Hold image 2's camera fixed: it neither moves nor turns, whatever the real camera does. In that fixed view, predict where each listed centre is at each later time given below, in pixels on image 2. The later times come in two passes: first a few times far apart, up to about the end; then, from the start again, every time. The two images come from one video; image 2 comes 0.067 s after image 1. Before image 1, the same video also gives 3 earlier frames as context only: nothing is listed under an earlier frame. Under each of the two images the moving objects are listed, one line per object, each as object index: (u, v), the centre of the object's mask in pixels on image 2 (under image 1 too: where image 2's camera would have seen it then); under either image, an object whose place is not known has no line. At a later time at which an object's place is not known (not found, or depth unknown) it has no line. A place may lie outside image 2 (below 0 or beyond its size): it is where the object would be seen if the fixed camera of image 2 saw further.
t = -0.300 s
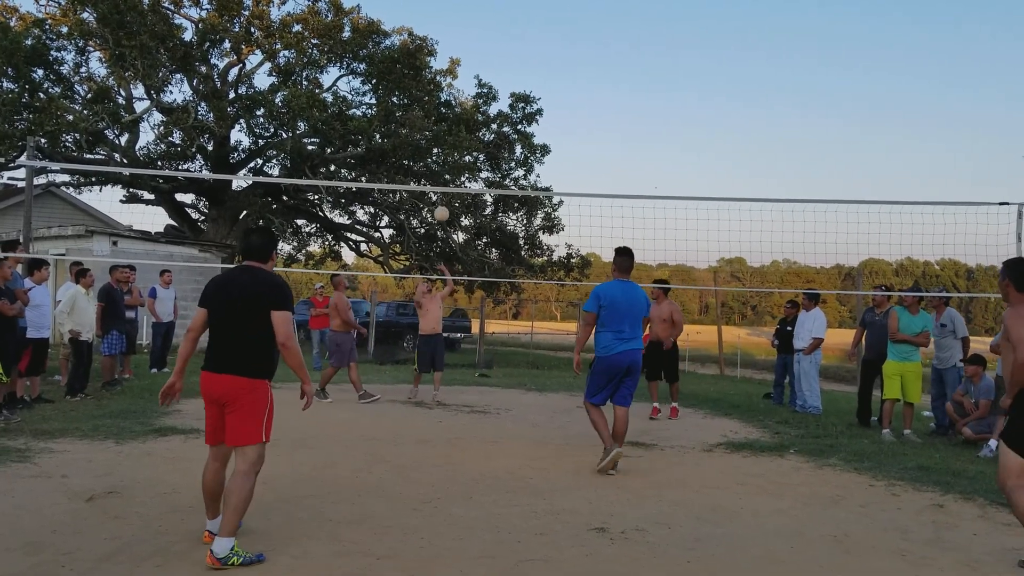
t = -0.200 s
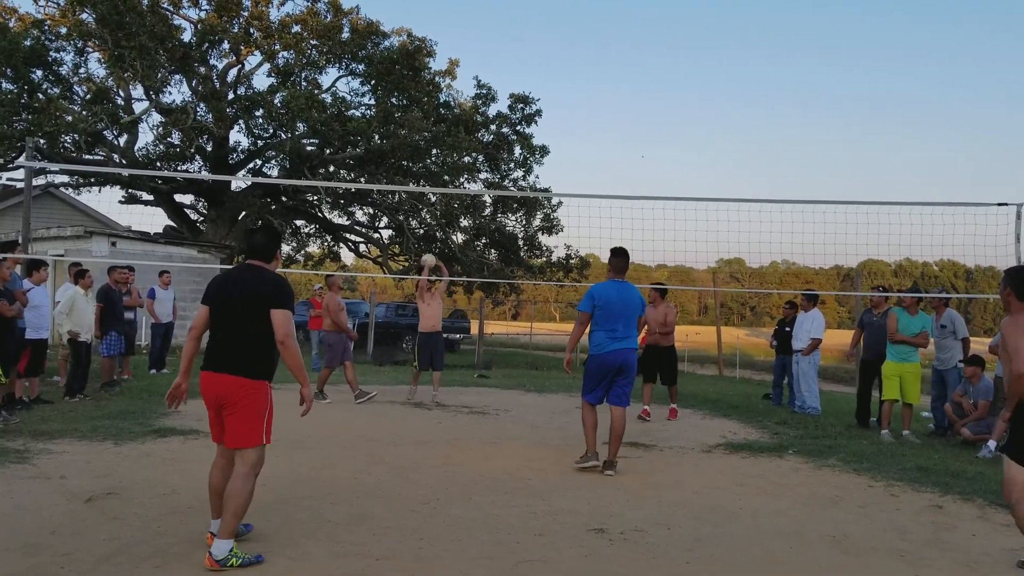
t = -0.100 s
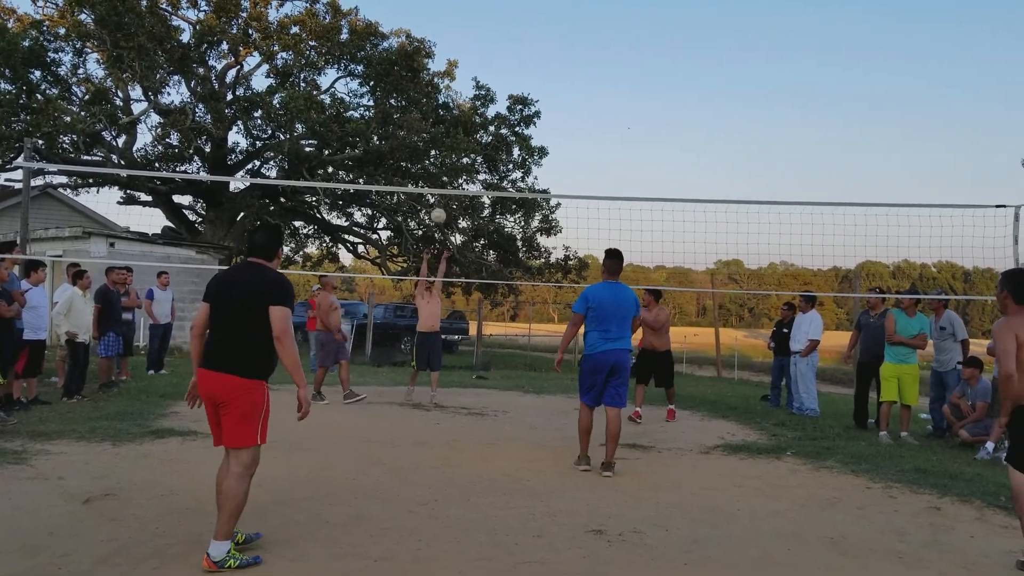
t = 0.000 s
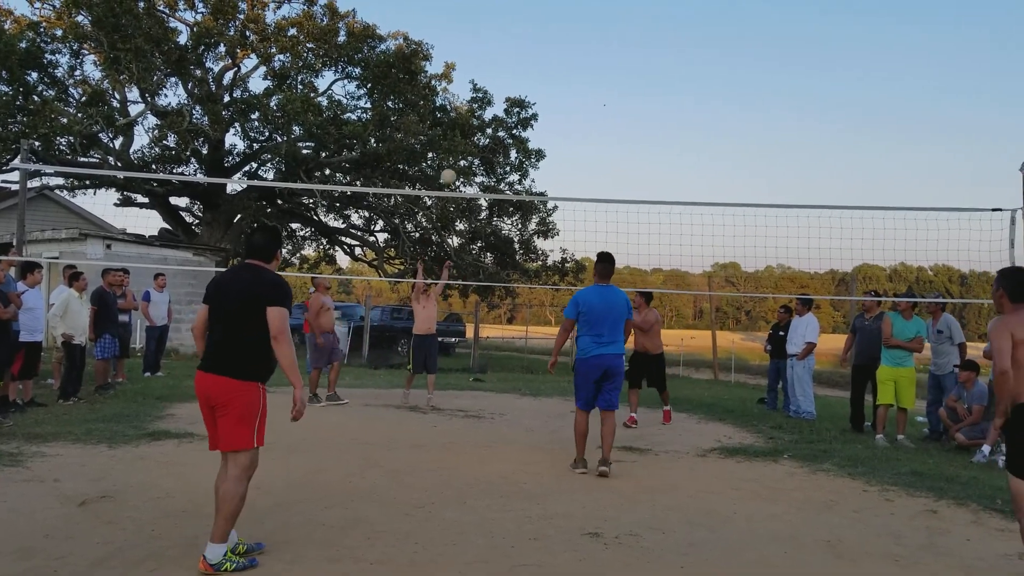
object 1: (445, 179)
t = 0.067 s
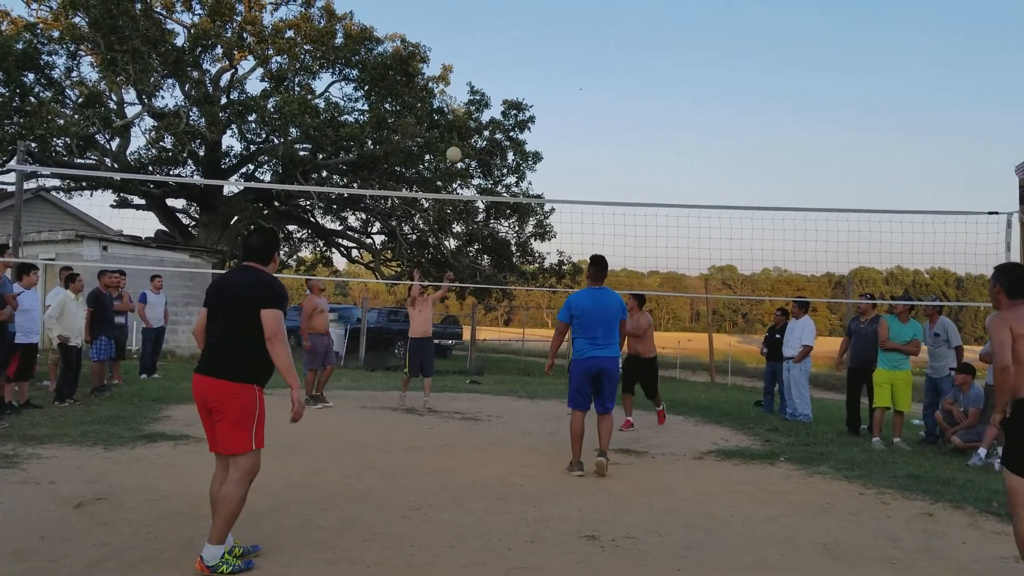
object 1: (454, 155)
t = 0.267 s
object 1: (476, 99)
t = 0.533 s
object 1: (508, 69)
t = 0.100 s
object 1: (458, 143)
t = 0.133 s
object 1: (461, 132)
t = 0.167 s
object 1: (465, 123)
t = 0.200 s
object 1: (469, 114)
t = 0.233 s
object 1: (472, 105)
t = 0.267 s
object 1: (476, 99)
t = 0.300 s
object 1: (480, 92)
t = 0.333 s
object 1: (485, 87)
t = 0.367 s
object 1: (489, 81)
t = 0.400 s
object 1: (493, 77)
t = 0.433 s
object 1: (497, 74)
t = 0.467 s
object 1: (501, 72)
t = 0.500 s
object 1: (505, 70)
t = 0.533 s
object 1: (508, 69)
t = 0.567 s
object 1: (512, 69)
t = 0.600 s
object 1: (516, 70)
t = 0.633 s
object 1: (519, 71)
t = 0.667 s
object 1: (523, 74)
